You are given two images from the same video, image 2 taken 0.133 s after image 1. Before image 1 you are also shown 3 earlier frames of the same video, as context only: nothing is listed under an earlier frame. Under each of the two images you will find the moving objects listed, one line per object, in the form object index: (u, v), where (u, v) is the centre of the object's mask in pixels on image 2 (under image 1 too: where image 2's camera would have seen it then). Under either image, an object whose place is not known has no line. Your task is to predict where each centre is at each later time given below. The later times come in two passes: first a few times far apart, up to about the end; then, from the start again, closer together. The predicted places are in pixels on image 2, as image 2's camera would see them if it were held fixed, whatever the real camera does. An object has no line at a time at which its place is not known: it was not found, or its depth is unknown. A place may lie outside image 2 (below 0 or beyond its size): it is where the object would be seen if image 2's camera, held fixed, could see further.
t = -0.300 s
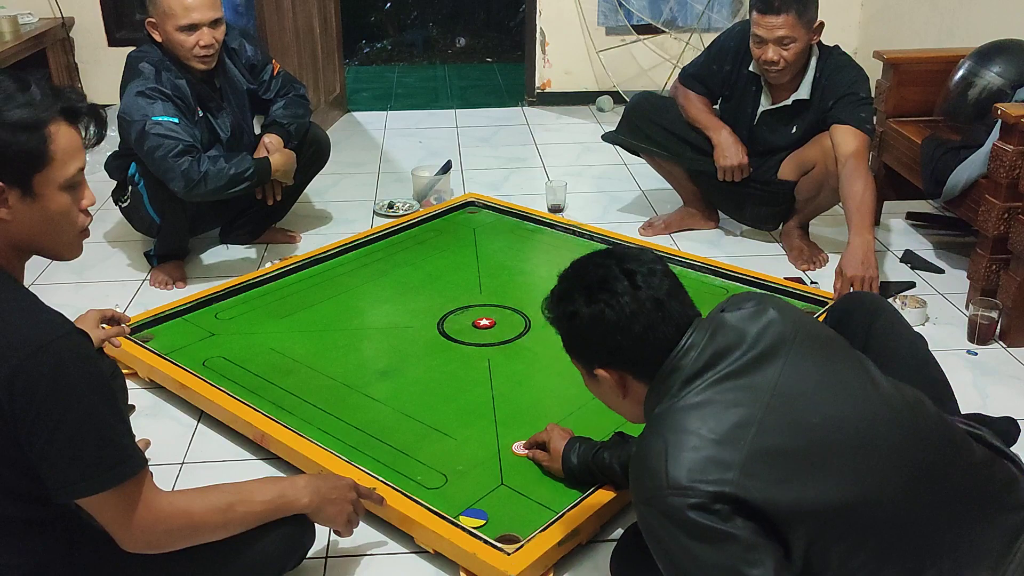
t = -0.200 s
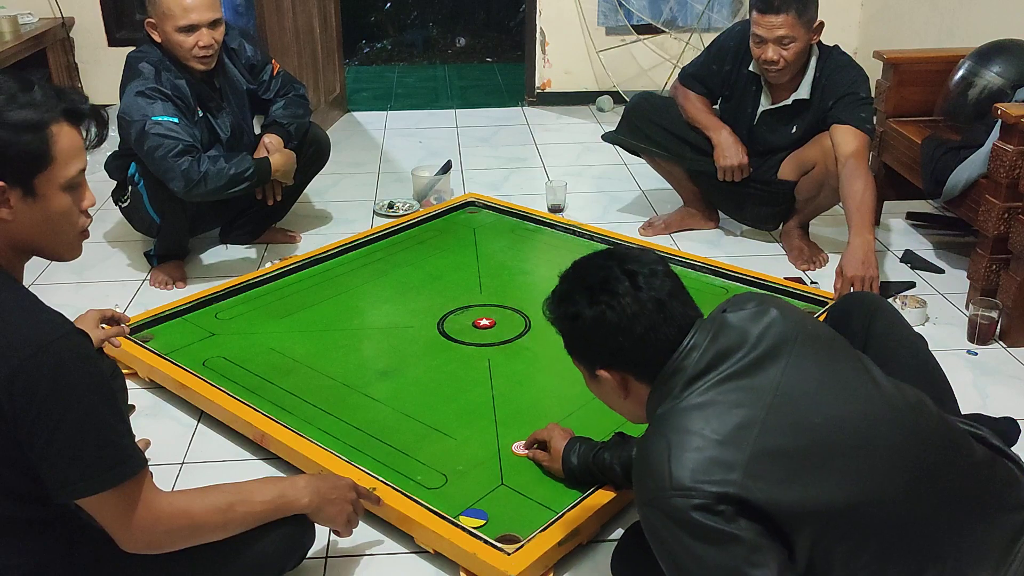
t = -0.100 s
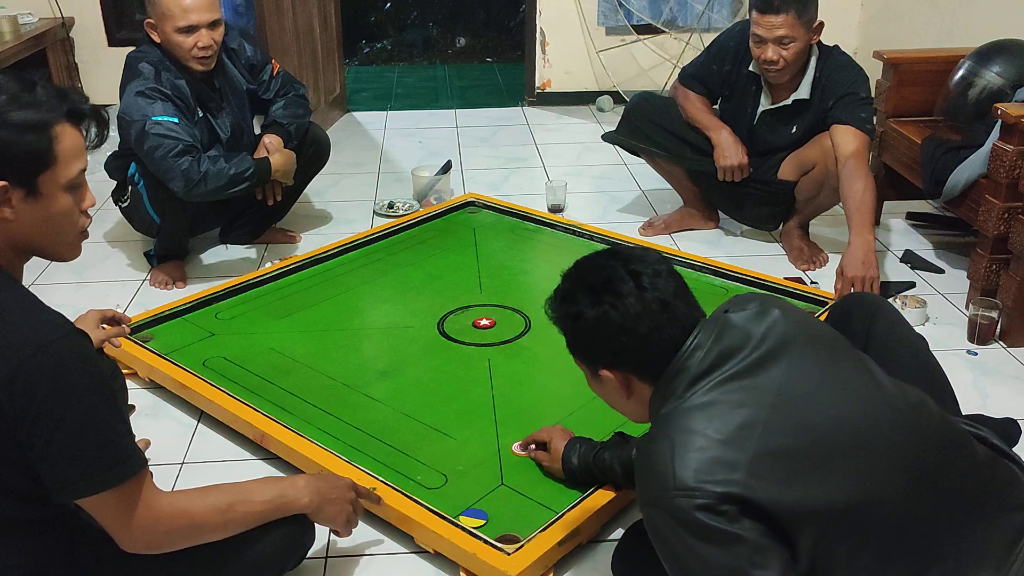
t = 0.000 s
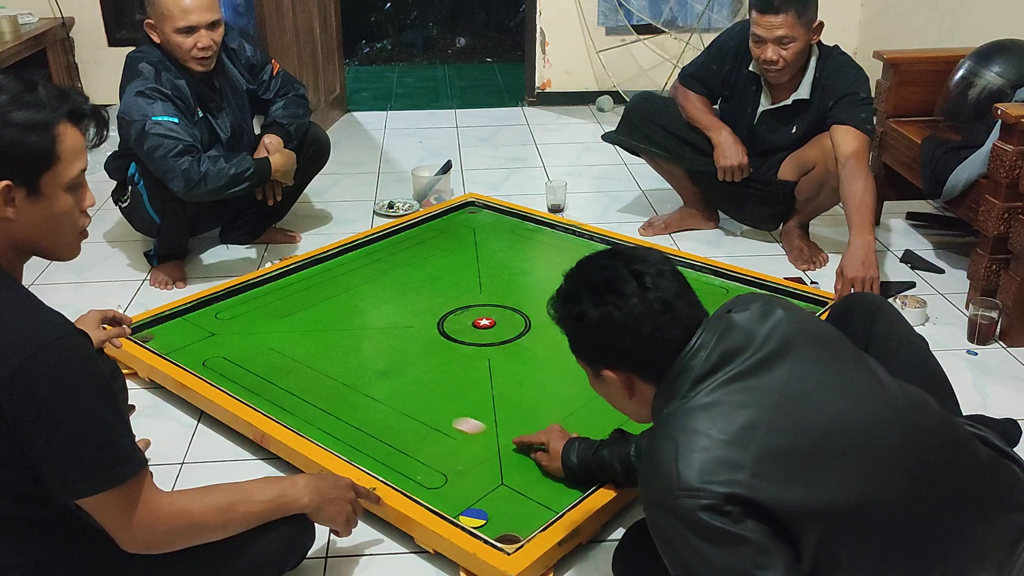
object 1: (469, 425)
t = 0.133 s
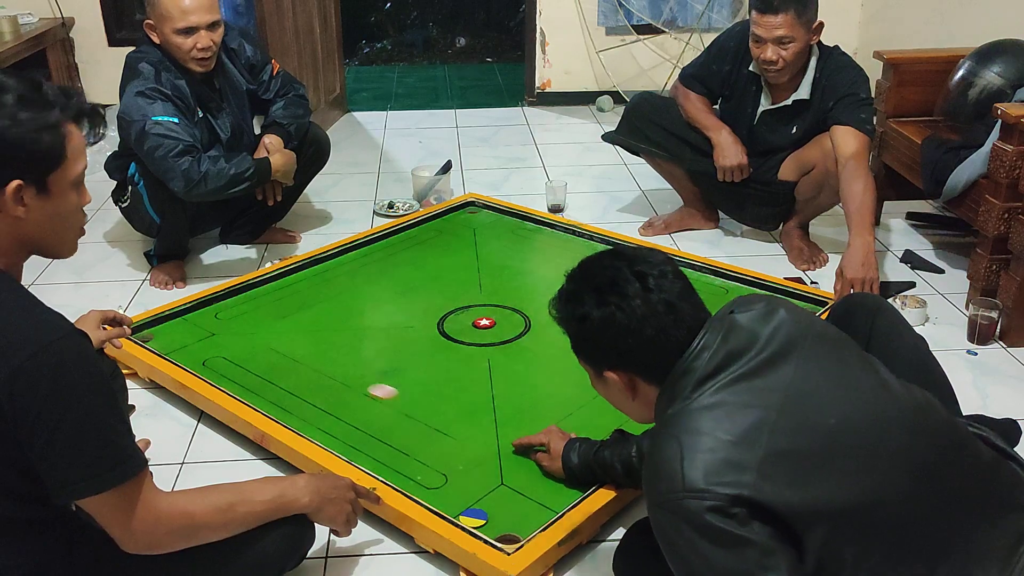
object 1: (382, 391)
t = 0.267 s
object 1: (307, 361)
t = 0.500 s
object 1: (196, 316)
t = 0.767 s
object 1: (244, 345)
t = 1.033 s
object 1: (299, 377)
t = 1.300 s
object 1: (359, 413)
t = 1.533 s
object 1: (415, 448)
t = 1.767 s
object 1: (475, 490)
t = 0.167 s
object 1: (363, 383)
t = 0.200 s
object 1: (344, 375)
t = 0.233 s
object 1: (325, 368)
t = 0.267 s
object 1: (307, 361)
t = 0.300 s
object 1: (289, 354)
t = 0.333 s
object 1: (273, 347)
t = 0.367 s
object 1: (257, 340)
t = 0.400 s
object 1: (240, 334)
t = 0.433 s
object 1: (225, 328)
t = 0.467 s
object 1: (210, 322)
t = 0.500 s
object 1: (196, 316)
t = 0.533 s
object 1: (198, 318)
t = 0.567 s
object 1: (205, 321)
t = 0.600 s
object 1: (211, 325)
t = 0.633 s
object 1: (218, 329)
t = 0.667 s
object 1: (224, 332)
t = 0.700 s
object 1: (231, 337)
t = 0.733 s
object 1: (237, 340)
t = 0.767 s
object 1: (244, 345)
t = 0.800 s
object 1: (251, 348)
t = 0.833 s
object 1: (257, 352)
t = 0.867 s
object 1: (264, 356)
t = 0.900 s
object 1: (271, 360)
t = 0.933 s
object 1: (278, 364)
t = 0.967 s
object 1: (285, 368)
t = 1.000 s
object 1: (292, 373)
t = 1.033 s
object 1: (299, 377)
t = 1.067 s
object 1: (306, 381)
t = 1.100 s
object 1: (313, 386)
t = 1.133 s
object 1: (321, 390)
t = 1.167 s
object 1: (328, 394)
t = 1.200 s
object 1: (336, 399)
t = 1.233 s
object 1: (344, 404)
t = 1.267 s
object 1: (351, 408)
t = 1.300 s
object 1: (359, 413)
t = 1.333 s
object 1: (367, 418)
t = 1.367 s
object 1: (375, 422)
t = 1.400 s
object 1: (384, 427)
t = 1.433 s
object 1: (392, 432)
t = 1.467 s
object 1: (400, 437)
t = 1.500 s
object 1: (408, 442)
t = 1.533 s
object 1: (415, 448)
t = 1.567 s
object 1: (422, 453)
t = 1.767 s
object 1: (475, 490)
